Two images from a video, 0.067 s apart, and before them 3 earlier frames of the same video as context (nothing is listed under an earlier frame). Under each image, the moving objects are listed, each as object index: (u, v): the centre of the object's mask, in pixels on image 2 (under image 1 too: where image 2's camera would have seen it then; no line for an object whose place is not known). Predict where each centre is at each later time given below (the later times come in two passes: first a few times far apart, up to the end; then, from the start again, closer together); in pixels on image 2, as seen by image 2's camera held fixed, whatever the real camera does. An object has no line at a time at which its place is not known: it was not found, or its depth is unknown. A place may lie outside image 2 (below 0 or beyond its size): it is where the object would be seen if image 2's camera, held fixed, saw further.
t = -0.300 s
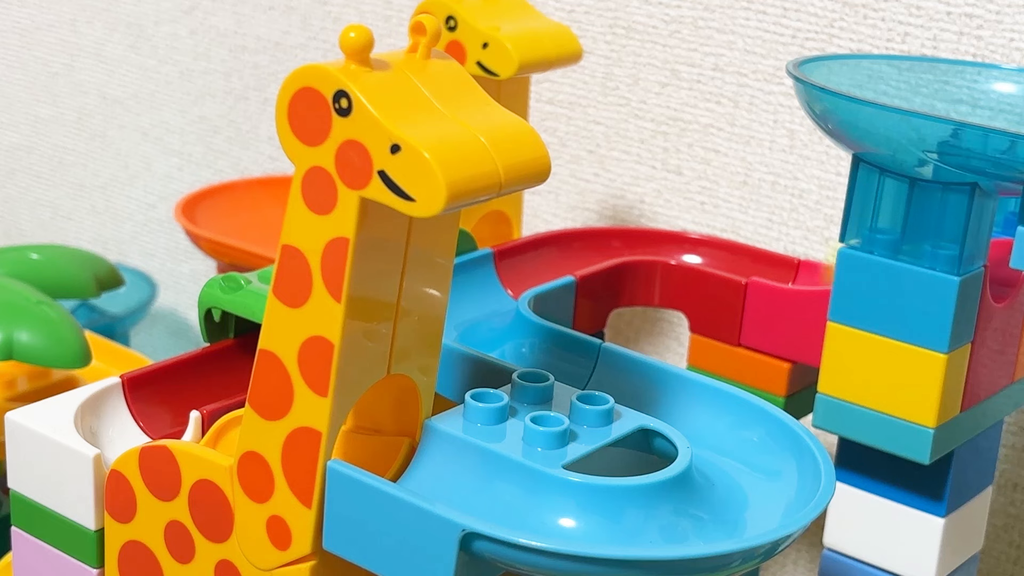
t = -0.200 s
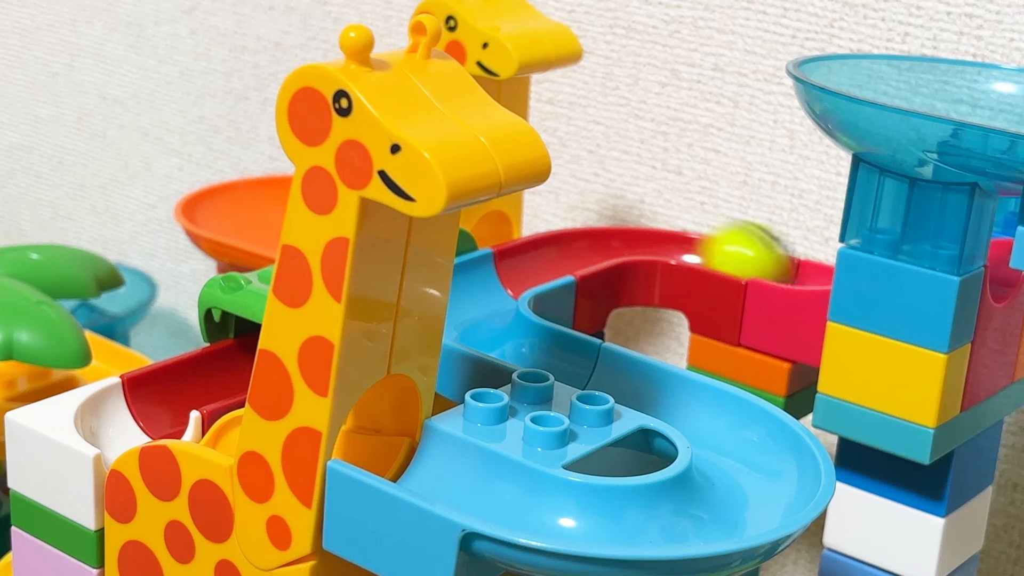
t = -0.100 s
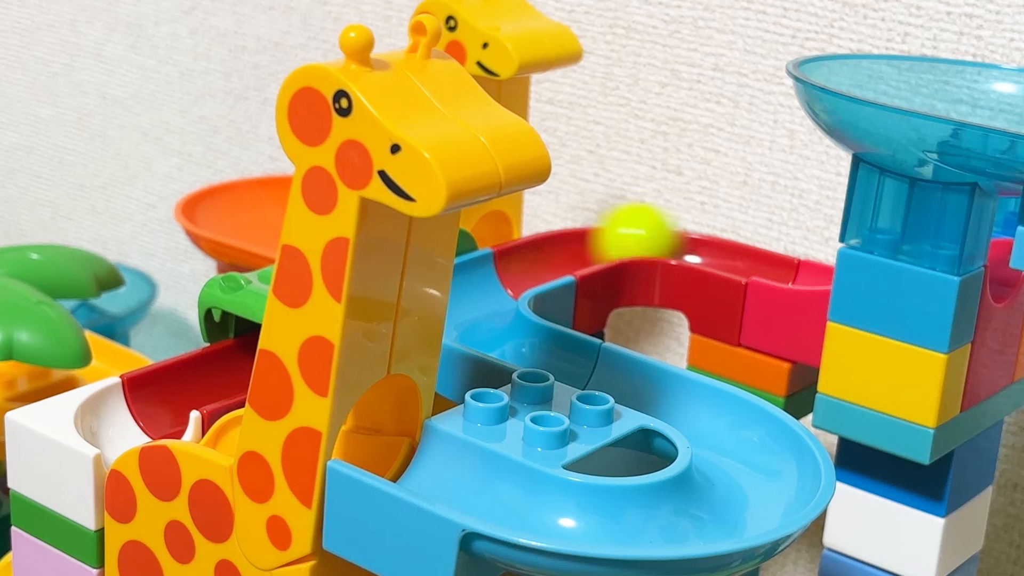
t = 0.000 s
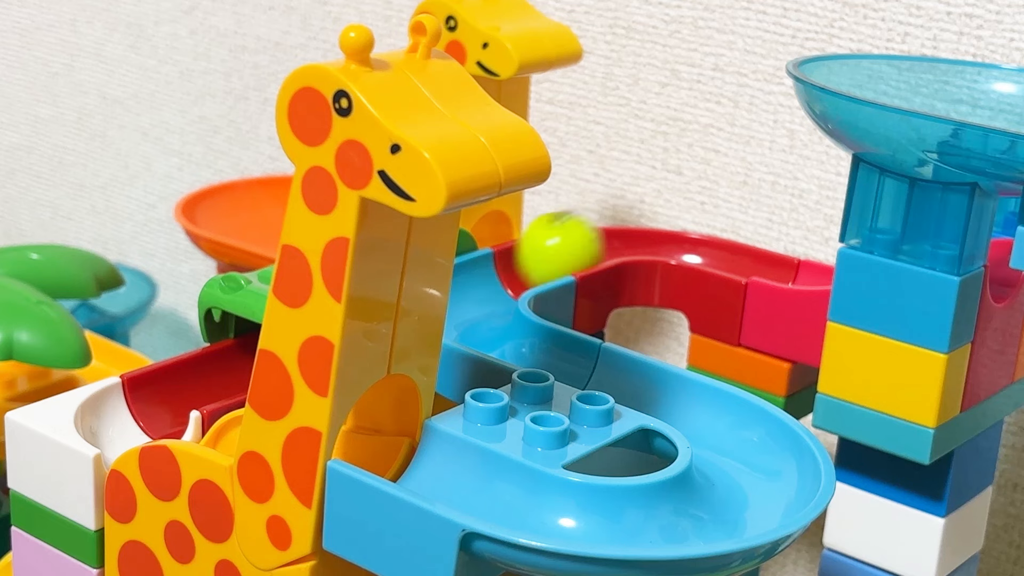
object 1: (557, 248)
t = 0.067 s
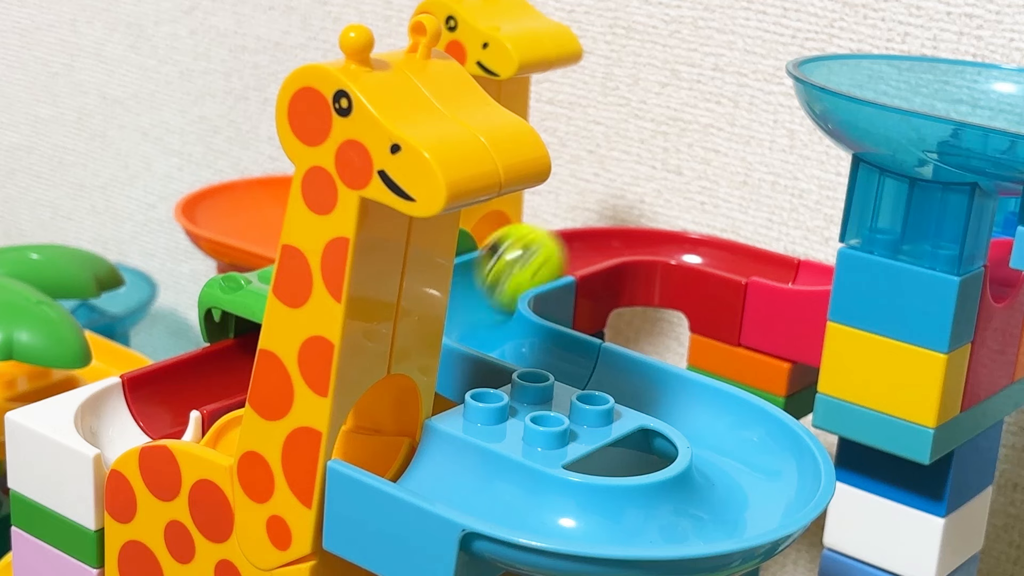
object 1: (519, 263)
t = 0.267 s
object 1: (485, 315)
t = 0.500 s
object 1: (646, 377)
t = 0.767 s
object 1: (750, 477)
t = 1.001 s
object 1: (628, 504)
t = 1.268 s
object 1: (471, 469)
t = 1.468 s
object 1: (391, 435)
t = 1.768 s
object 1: (128, 409)
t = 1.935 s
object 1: (206, 370)
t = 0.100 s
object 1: (500, 271)
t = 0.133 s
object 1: (487, 281)
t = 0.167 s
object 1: (480, 290)
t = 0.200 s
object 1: (477, 300)
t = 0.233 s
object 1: (480, 308)
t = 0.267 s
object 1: (485, 315)
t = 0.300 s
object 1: (496, 323)
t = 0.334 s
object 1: (516, 331)
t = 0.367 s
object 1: (544, 340)
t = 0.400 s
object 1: (569, 348)
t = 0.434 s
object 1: (594, 358)
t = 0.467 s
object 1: (618, 367)
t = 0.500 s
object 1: (646, 377)
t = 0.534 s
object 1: (672, 390)
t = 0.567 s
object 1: (696, 402)
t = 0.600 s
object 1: (718, 415)
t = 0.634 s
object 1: (736, 430)
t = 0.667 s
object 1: (748, 443)
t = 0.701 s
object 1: (756, 456)
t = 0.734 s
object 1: (757, 468)
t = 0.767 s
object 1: (750, 477)
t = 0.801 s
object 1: (742, 485)
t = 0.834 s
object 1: (727, 491)
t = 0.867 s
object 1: (711, 497)
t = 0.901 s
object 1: (692, 500)
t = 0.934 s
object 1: (671, 503)
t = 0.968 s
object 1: (649, 504)
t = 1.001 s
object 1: (628, 504)
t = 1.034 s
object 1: (602, 502)
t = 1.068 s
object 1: (579, 500)
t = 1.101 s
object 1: (558, 496)
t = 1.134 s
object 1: (538, 492)
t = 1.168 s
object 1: (518, 487)
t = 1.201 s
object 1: (502, 481)
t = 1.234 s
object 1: (488, 476)
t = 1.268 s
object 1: (471, 469)
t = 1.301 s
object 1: (454, 463)
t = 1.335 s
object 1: (439, 456)
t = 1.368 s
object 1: (424, 449)
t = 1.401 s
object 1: (410, 444)
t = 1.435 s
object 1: (401, 440)
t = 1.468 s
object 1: (391, 435)
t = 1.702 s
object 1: (181, 402)
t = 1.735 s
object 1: (144, 414)
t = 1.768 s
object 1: (128, 409)
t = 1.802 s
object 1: (133, 406)
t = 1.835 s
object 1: (153, 391)
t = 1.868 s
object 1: (174, 386)
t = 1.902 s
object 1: (189, 378)
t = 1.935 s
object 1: (206, 370)
